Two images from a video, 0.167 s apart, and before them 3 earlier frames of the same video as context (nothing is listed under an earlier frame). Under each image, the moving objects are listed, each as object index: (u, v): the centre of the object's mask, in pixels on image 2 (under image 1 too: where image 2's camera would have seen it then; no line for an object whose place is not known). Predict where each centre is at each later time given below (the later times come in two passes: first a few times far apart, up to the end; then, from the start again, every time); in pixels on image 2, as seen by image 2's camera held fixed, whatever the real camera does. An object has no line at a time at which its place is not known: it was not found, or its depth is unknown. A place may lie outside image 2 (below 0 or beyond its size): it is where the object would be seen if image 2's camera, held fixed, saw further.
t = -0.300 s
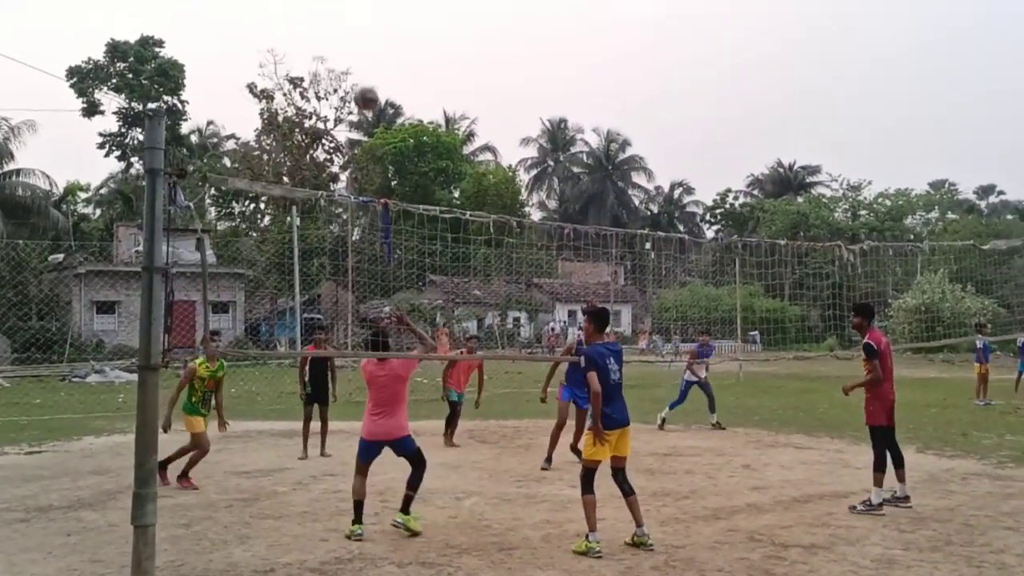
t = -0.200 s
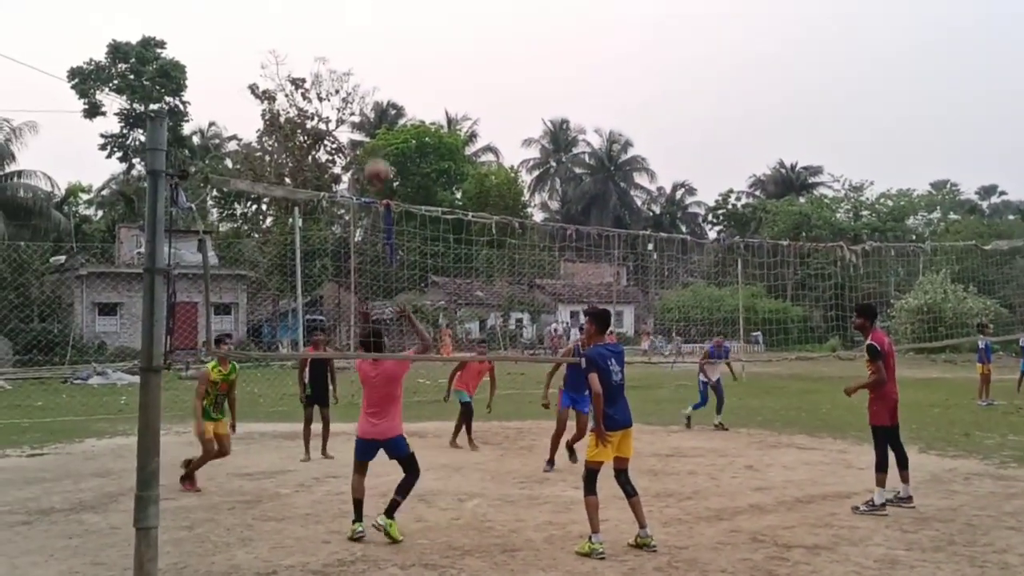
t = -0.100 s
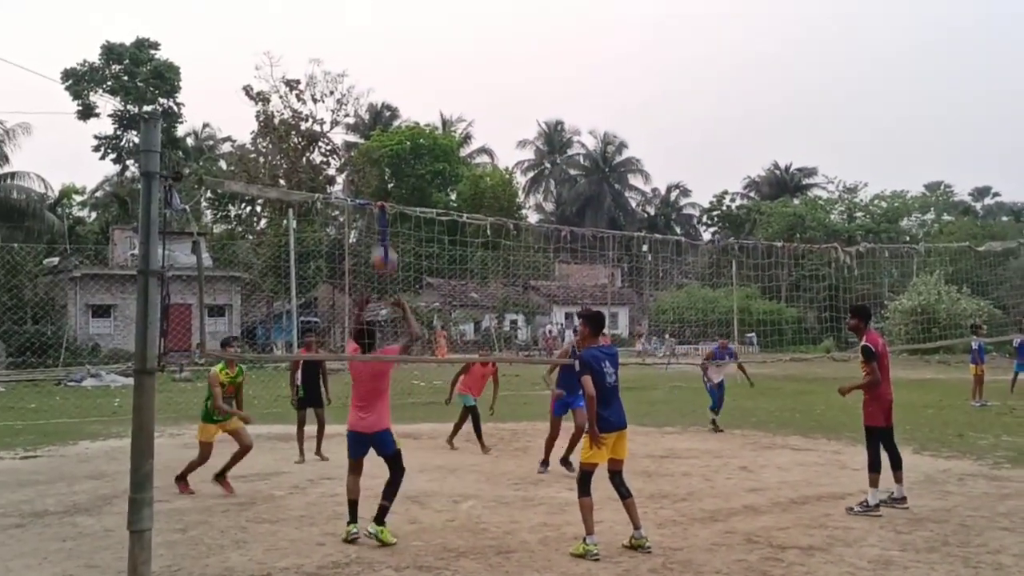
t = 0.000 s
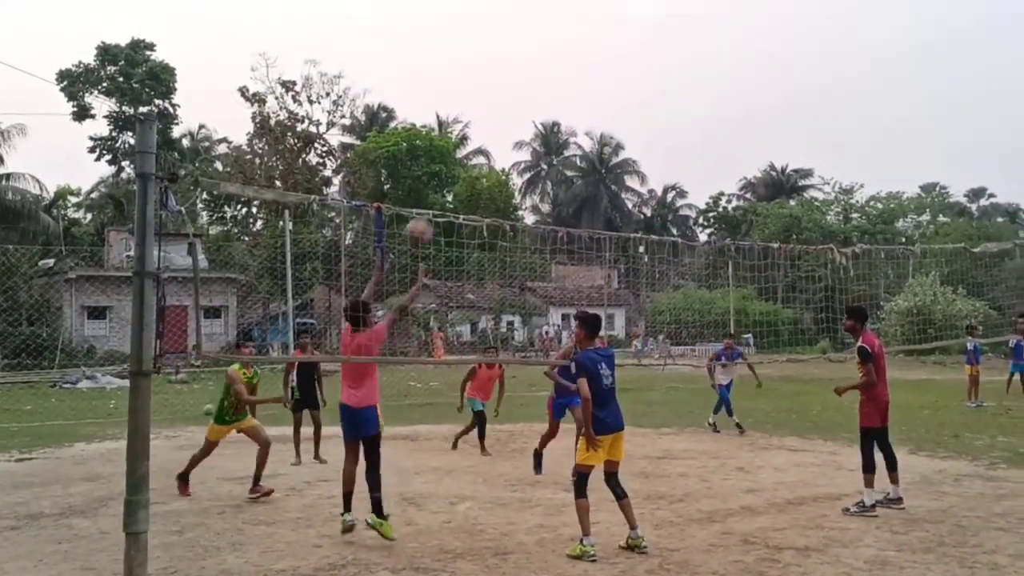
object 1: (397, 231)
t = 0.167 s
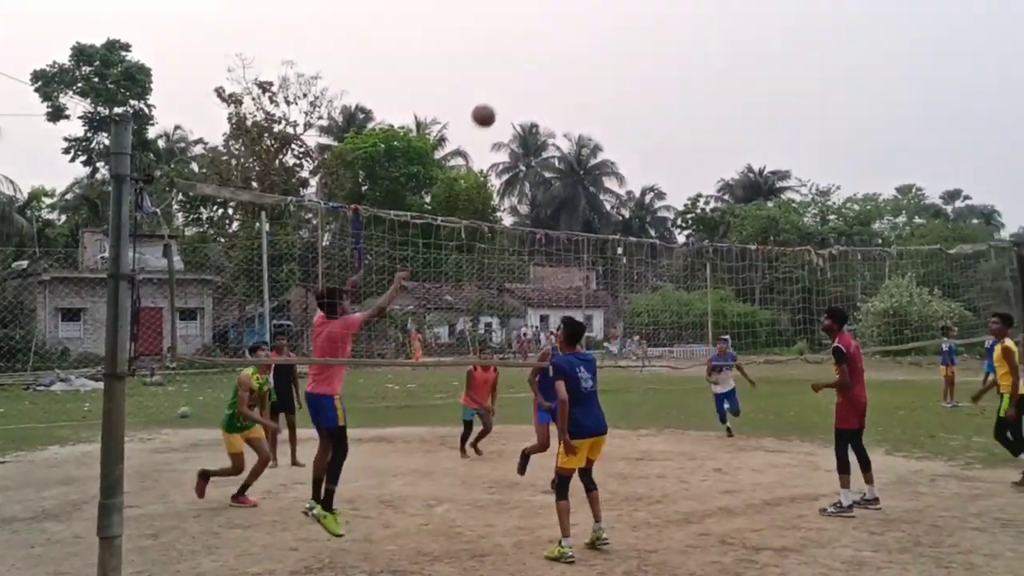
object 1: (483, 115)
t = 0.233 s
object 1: (516, 80)
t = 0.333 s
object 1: (564, 40)
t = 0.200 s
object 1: (500, 97)
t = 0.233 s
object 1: (516, 80)
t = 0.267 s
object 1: (532, 65)
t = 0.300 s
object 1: (548, 52)
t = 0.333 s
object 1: (564, 40)
